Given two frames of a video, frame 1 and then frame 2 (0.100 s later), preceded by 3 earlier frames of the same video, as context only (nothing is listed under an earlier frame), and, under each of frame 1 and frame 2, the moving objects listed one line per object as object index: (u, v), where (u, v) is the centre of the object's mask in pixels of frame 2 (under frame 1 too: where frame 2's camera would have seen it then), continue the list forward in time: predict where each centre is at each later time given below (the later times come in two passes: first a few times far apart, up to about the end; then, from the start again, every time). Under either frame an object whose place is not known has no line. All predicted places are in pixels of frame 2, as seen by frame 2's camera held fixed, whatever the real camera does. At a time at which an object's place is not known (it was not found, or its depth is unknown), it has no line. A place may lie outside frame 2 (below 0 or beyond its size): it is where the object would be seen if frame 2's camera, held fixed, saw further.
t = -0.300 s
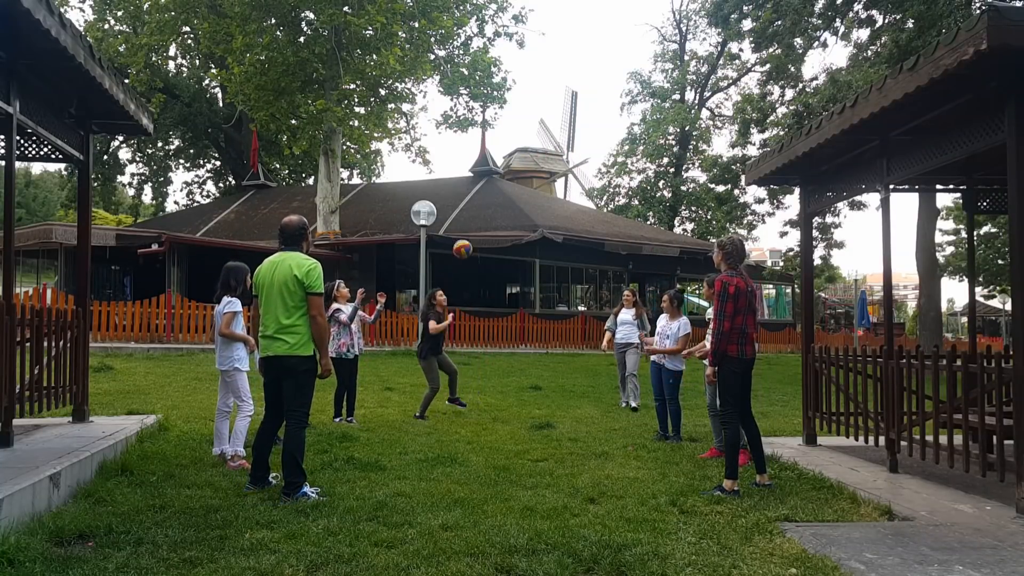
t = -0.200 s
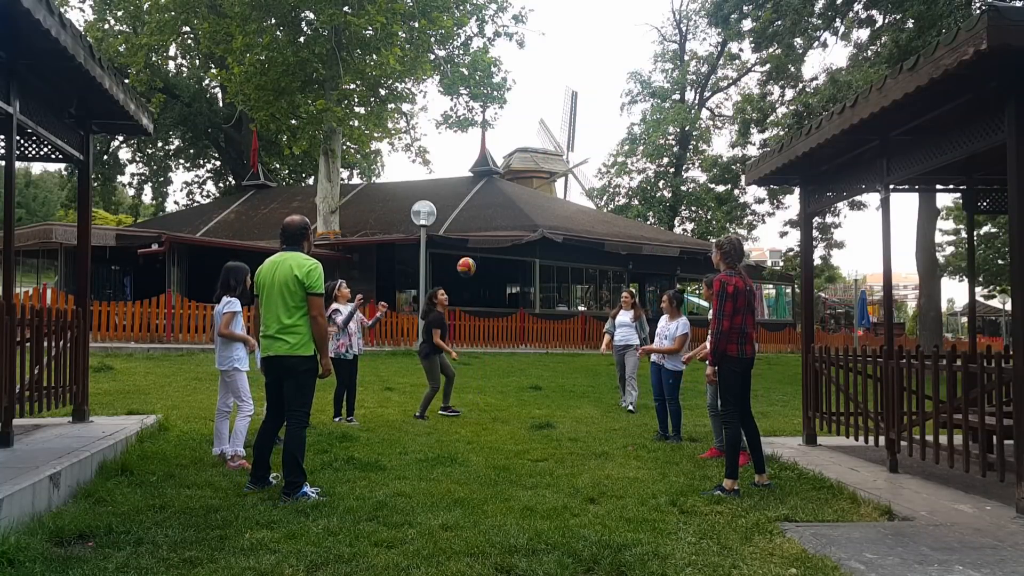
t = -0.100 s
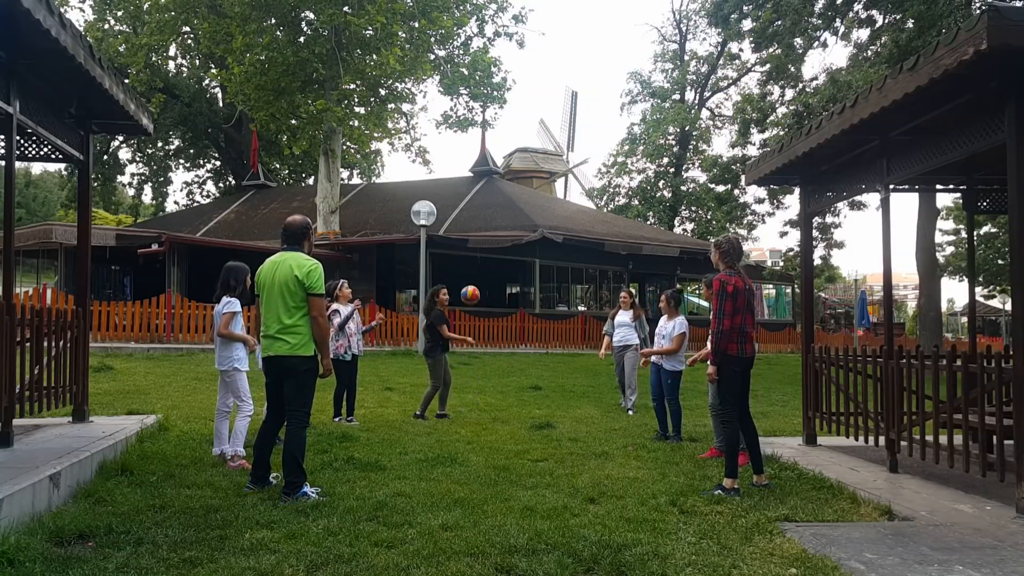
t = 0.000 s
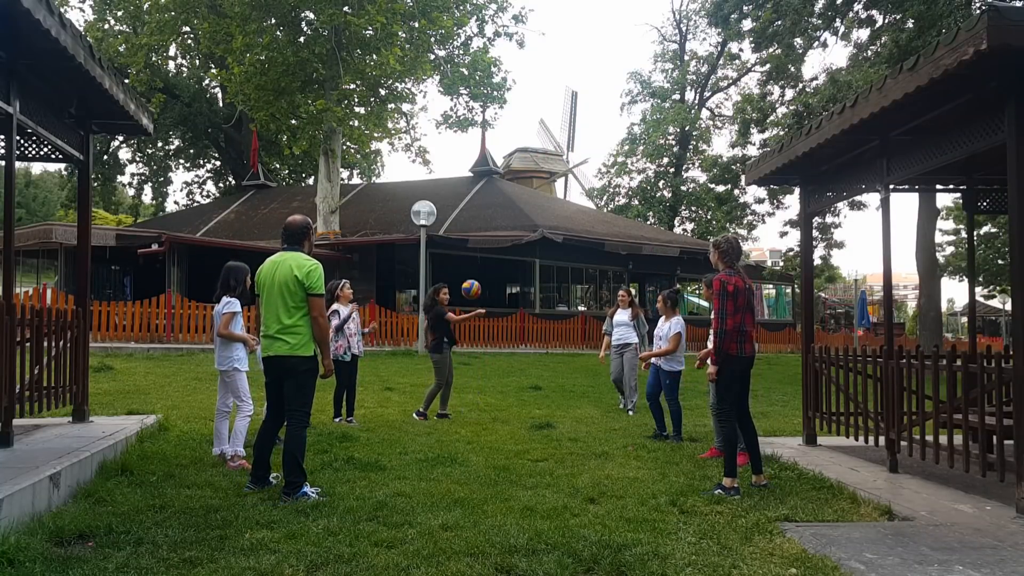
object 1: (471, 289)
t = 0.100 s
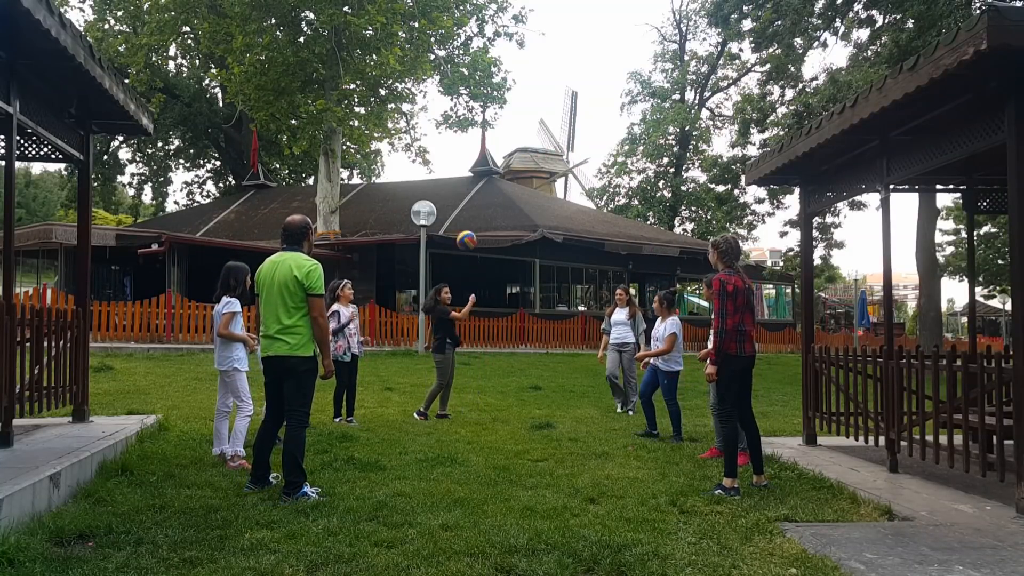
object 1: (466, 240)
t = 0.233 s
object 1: (460, 186)
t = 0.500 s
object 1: (445, 116)
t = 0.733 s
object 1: (429, 114)
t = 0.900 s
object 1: (417, 154)
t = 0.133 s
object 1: (465, 225)
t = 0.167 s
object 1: (463, 211)
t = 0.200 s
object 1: (461, 198)
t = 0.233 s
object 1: (460, 186)
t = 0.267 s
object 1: (458, 175)
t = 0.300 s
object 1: (456, 164)
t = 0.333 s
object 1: (454, 153)
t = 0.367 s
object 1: (453, 143)
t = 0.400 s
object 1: (451, 135)
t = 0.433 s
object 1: (449, 127)
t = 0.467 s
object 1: (447, 121)
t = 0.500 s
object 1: (445, 116)
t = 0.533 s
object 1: (443, 112)
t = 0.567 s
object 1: (440, 109)
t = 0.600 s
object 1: (438, 107)
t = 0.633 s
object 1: (435, 107)
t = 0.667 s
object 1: (433, 108)
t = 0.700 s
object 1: (431, 110)
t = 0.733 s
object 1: (429, 114)
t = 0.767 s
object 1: (427, 118)
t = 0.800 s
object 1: (424, 125)
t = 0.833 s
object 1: (422, 133)
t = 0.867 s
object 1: (420, 143)
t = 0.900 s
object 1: (417, 154)
